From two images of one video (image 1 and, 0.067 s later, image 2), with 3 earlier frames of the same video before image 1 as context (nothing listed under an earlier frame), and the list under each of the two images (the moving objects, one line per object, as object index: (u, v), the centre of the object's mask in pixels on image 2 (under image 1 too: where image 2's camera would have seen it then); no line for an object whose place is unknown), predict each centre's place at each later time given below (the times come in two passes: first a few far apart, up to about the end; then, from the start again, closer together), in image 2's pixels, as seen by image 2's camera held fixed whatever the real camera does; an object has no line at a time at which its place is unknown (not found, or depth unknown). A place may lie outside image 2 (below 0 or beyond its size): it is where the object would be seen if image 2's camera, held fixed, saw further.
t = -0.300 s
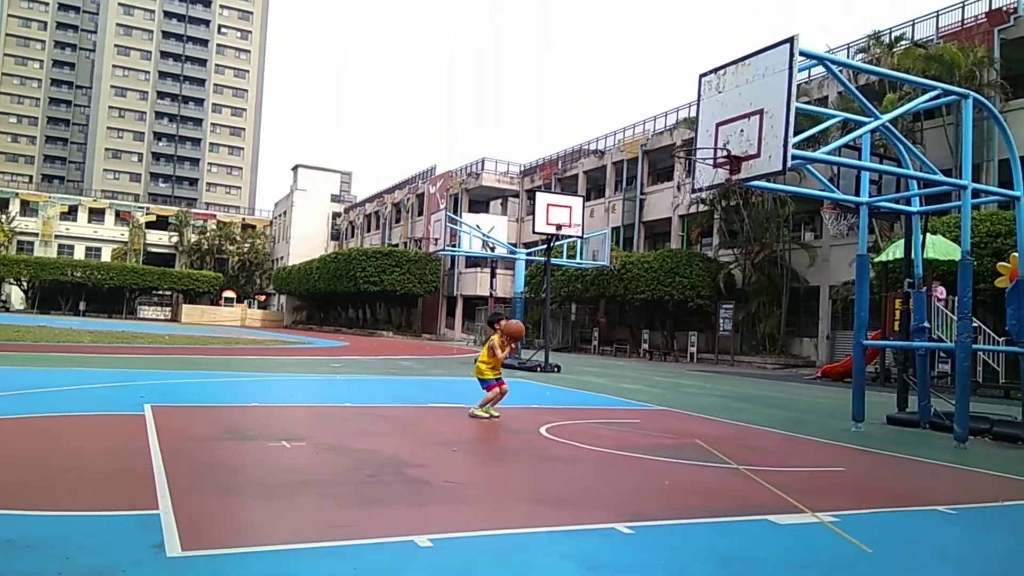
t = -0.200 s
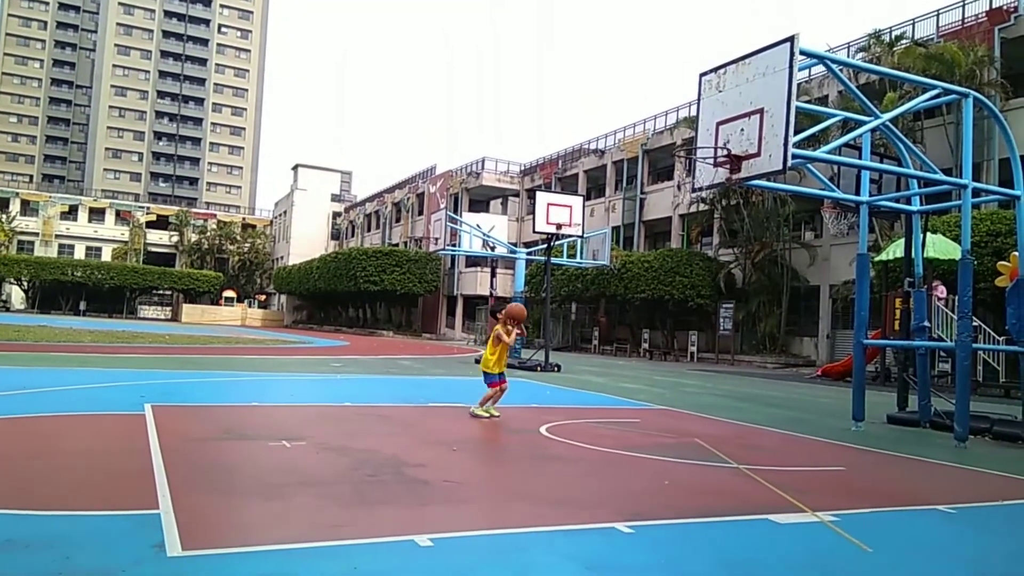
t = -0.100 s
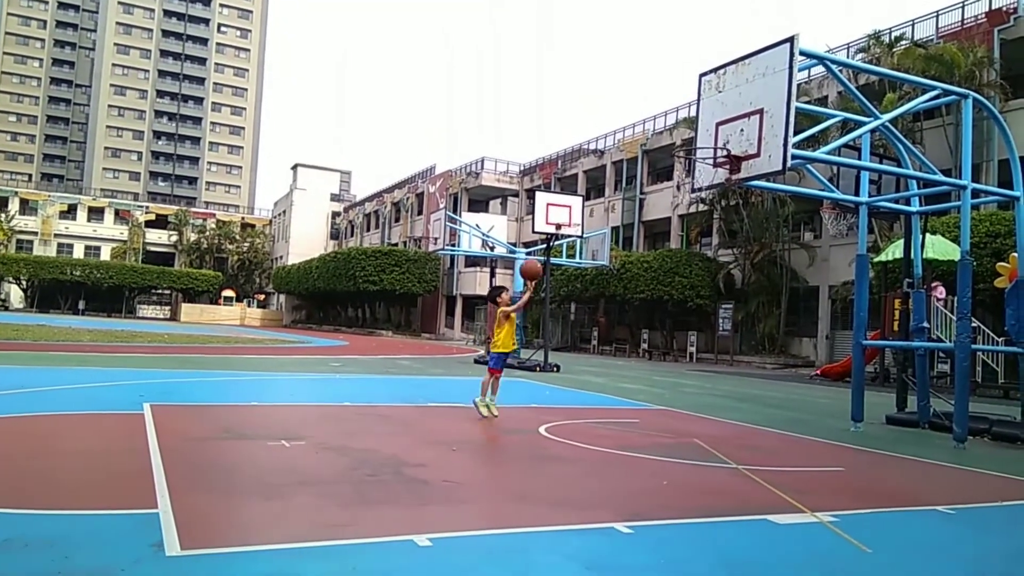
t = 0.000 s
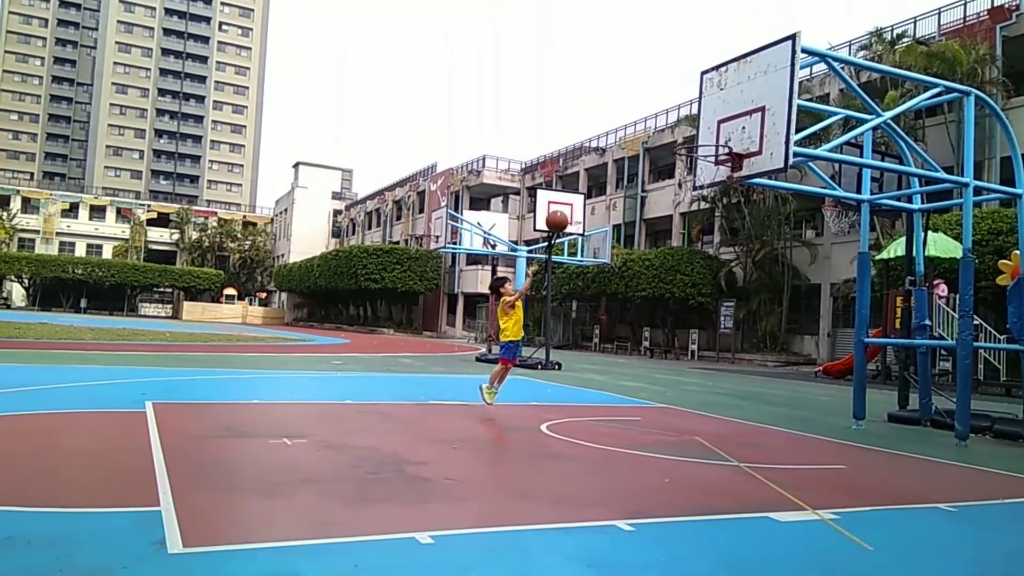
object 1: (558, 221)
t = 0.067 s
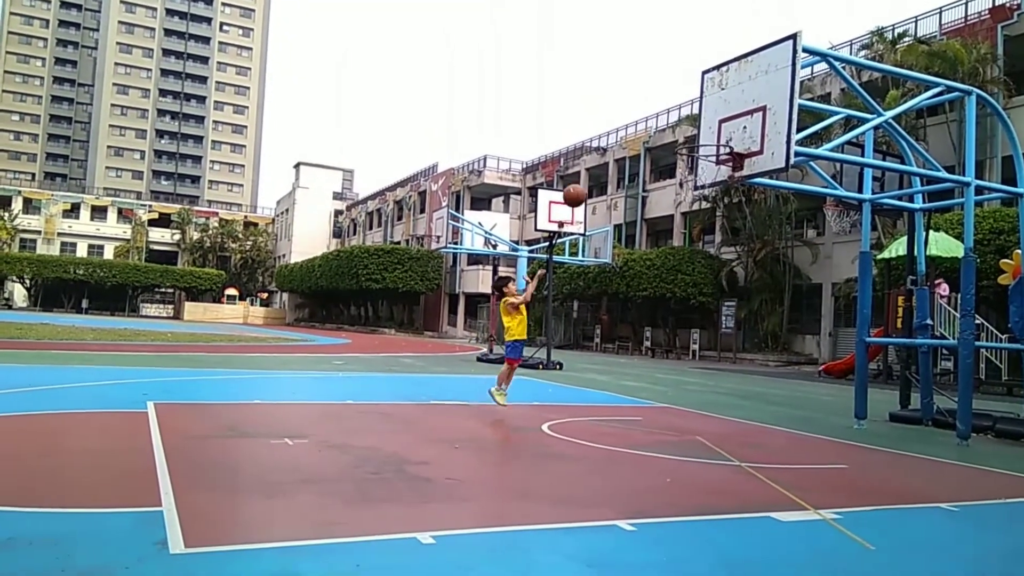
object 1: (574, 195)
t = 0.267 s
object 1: (621, 148)
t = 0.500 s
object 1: (674, 144)
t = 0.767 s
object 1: (658, 146)
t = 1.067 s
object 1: (636, 227)
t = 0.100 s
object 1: (582, 185)
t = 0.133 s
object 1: (591, 175)
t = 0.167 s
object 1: (598, 166)
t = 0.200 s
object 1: (606, 159)
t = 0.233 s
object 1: (614, 153)
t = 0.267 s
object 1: (621, 148)
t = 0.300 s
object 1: (629, 144)
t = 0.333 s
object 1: (637, 141)
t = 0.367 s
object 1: (644, 139)
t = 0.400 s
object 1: (652, 139)
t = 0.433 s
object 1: (659, 140)
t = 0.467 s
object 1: (666, 142)
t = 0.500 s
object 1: (674, 144)
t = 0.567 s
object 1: (672, 140)
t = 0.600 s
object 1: (670, 139)
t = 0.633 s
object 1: (668, 139)
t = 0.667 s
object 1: (666, 139)
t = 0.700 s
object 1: (664, 140)
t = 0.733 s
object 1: (661, 143)
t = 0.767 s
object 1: (658, 146)
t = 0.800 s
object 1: (656, 151)
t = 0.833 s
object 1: (654, 156)
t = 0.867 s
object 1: (651, 164)
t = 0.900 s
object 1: (649, 172)
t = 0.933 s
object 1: (646, 181)
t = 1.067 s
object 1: (636, 227)
